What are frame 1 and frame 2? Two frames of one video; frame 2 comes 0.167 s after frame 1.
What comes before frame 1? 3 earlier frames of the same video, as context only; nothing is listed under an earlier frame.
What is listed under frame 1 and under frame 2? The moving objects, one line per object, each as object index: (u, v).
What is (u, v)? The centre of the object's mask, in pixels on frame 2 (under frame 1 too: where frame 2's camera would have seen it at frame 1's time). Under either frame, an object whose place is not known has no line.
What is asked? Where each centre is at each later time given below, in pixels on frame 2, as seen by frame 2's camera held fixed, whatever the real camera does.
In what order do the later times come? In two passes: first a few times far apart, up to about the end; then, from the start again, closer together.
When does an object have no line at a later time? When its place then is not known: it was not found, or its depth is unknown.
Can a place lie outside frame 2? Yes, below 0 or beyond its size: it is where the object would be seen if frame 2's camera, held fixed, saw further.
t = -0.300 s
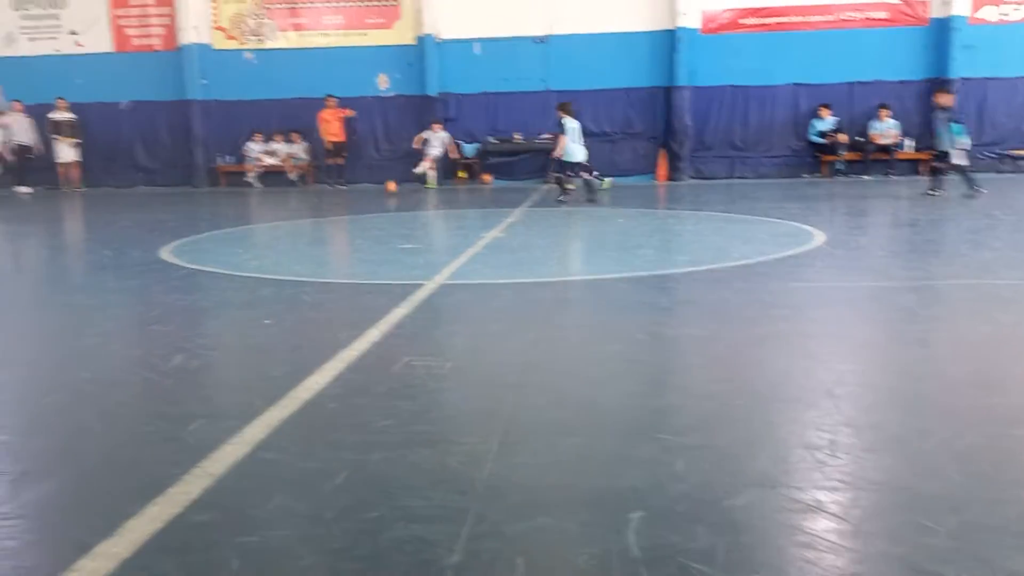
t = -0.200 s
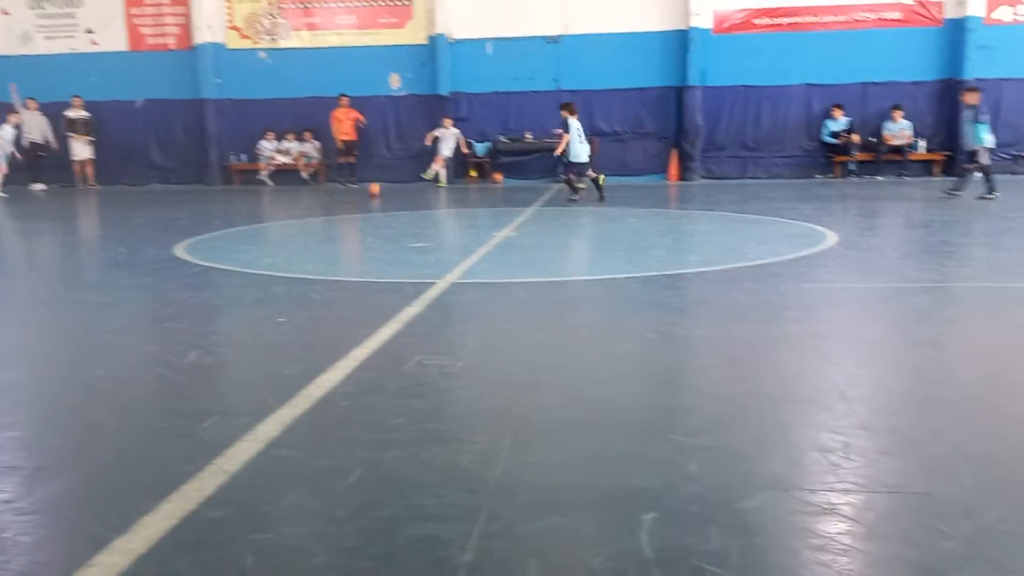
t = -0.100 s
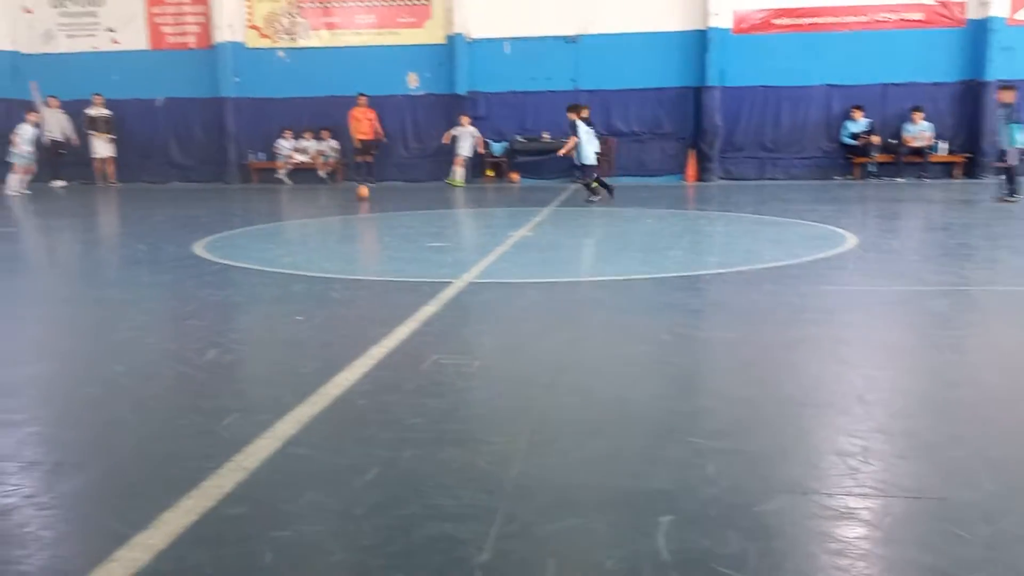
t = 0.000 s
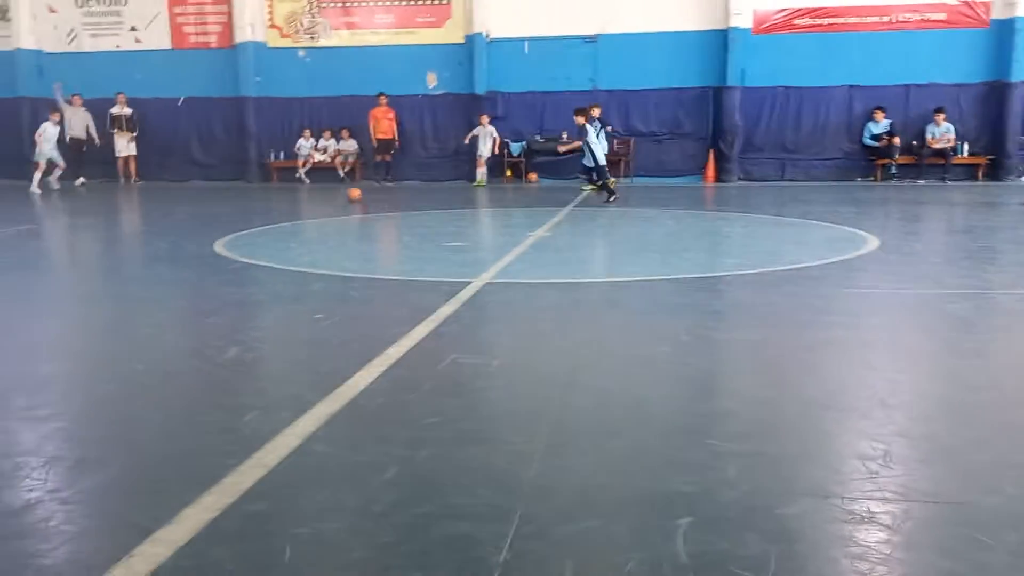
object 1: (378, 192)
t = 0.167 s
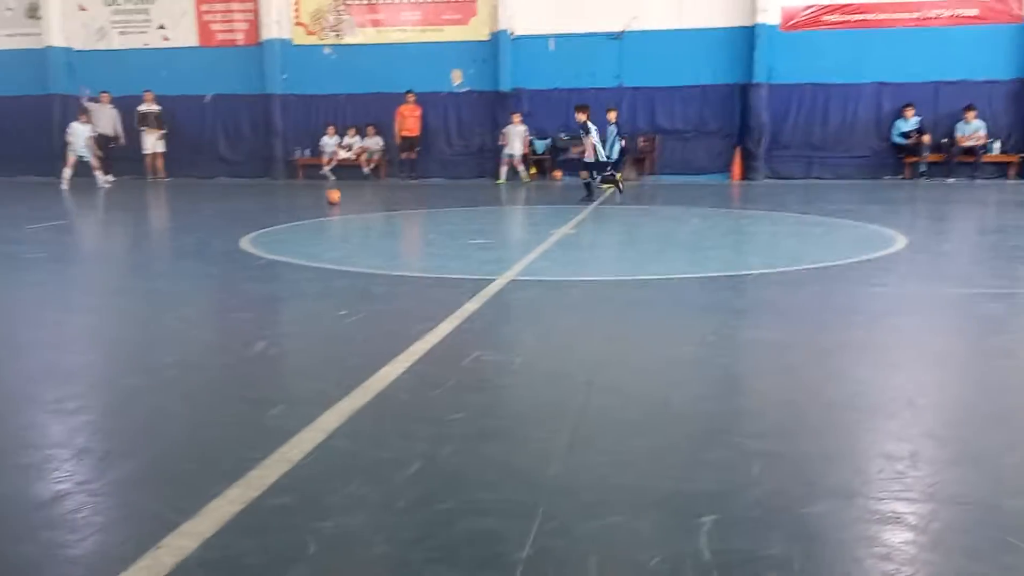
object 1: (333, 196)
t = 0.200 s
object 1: (324, 197)
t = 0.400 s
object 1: (268, 203)
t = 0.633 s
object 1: (192, 211)
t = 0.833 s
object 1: (116, 219)
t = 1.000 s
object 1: (41, 226)
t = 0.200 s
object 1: (324, 197)
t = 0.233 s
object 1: (315, 198)
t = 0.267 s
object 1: (306, 199)
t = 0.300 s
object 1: (297, 200)
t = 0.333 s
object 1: (287, 201)
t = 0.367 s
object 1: (277, 202)
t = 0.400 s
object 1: (268, 203)
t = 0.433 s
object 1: (258, 204)
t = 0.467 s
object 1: (247, 205)
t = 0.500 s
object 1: (236, 206)
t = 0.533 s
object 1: (226, 207)
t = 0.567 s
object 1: (215, 208)
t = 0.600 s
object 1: (203, 209)
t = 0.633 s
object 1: (192, 211)
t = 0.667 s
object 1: (180, 212)
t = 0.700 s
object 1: (167, 213)
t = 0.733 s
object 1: (154, 214)
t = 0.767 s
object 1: (141, 216)
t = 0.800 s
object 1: (129, 217)
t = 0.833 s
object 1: (116, 219)
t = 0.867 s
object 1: (101, 220)
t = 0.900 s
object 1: (86, 221)
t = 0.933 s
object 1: (72, 222)
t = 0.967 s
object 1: (56, 224)
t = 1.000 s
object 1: (41, 226)
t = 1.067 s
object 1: (9, 229)
